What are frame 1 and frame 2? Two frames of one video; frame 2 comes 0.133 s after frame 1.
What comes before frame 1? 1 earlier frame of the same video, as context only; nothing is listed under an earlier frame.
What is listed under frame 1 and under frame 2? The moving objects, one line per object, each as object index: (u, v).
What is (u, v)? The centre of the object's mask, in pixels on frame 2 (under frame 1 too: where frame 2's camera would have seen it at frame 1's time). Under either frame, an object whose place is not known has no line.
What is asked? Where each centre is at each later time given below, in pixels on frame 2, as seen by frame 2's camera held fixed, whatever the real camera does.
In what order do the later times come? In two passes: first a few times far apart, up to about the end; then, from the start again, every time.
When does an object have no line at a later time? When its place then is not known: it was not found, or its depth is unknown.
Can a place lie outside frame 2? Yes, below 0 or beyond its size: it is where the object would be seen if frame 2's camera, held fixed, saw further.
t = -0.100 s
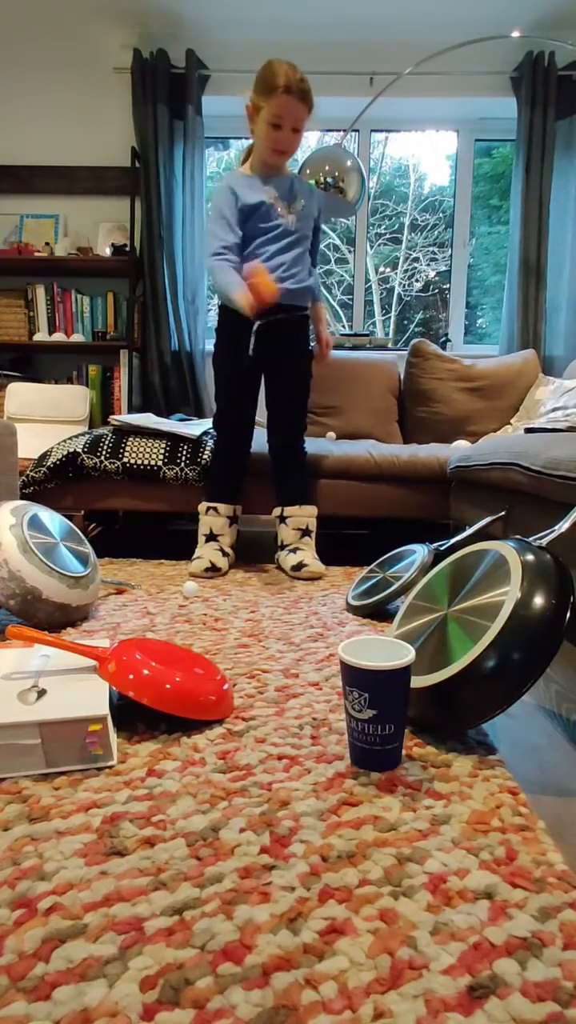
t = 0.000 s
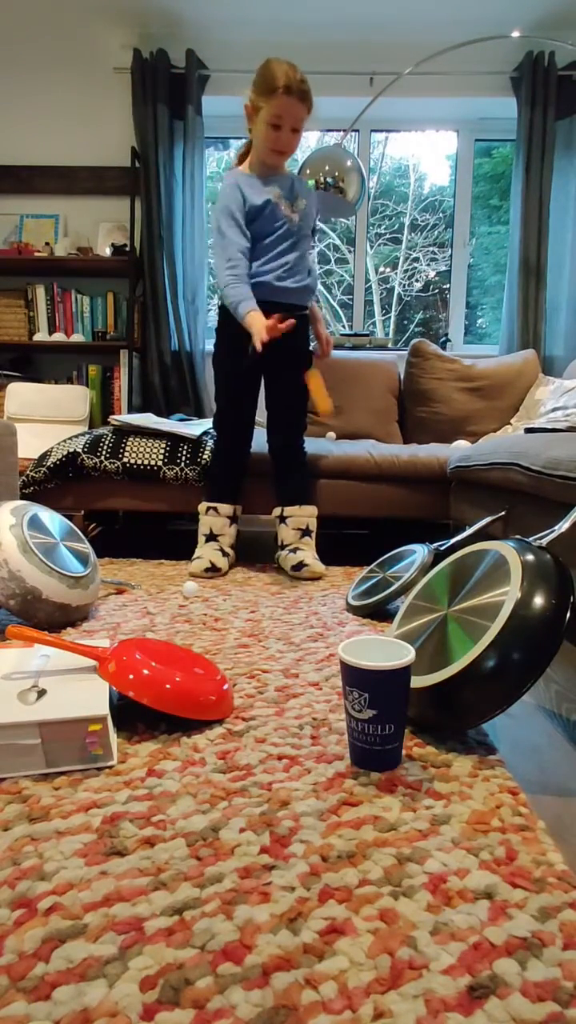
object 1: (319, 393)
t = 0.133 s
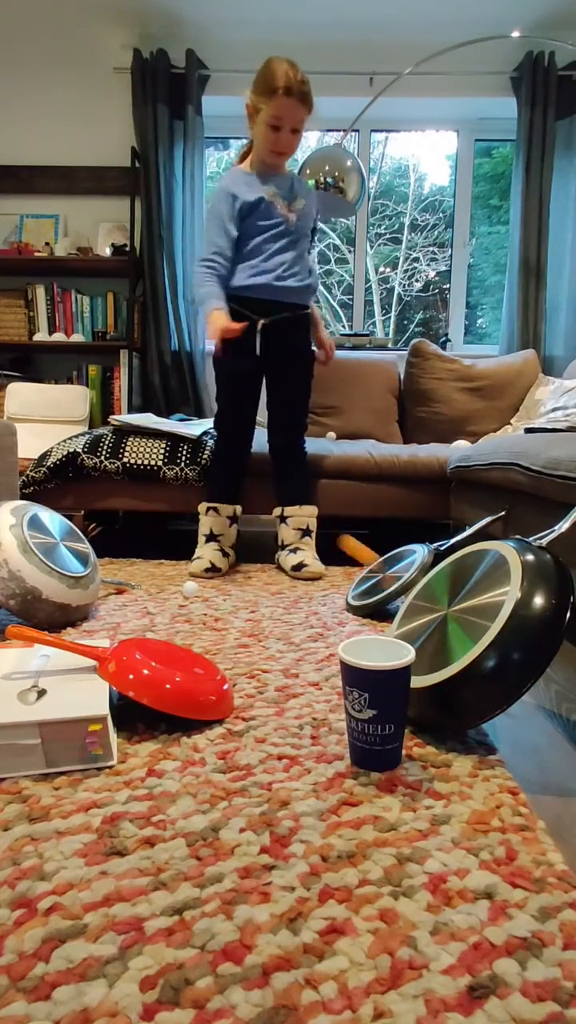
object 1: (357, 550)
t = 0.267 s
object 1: (207, 493)
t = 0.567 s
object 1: (102, 455)
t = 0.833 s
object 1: (223, 635)
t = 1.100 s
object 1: (404, 607)
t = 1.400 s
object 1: (268, 713)
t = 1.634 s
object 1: (239, 772)
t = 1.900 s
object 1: (230, 804)
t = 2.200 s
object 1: (216, 812)
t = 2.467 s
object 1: (215, 822)
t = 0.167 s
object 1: (329, 532)
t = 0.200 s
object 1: (280, 509)
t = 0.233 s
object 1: (248, 500)
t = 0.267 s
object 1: (207, 493)
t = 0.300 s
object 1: (168, 492)
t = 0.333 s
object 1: (128, 497)
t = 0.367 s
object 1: (88, 506)
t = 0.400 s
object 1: (56, 509)
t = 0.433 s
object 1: (61, 495)
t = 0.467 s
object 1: (70, 478)
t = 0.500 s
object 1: (80, 465)
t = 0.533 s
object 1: (90, 457)
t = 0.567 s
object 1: (102, 455)
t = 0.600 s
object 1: (114, 460)
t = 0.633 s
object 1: (126, 470)
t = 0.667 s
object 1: (138, 489)
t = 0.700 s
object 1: (151, 513)
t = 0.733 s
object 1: (164, 542)
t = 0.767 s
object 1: (179, 578)
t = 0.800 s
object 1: (194, 634)
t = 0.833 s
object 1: (223, 635)
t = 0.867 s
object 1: (255, 620)
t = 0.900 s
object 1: (285, 611)
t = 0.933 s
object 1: (319, 611)
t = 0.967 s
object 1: (357, 616)
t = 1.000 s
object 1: (388, 624)
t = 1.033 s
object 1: (423, 637)
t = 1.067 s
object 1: (423, 628)
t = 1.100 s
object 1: (404, 607)
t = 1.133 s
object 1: (388, 598)
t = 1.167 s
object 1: (373, 597)
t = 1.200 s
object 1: (355, 604)
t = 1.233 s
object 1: (335, 618)
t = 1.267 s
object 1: (316, 643)
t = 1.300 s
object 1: (295, 677)
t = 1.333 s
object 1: (276, 715)
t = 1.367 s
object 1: (269, 723)
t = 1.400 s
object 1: (268, 713)
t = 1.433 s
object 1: (267, 712)
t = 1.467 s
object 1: (265, 717)
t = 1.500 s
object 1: (262, 732)
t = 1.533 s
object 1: (259, 754)
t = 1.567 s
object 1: (250, 756)
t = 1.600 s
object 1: (245, 765)
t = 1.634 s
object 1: (239, 772)
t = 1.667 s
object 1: (237, 777)
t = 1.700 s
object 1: (236, 782)
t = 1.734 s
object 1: (236, 786)
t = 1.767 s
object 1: (235, 791)
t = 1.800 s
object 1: (233, 795)
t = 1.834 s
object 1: (232, 799)
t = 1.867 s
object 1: (231, 801)
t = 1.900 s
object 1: (230, 804)
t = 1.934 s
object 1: (228, 805)
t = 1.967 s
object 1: (227, 806)
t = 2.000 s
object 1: (225, 807)
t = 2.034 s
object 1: (223, 807)
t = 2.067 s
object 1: (221, 808)
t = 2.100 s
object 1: (219, 808)
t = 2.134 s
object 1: (218, 809)
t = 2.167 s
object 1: (217, 811)
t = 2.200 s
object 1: (216, 812)
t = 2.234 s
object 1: (215, 814)
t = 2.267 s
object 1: (215, 815)
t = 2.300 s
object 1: (215, 816)
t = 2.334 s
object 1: (215, 817)
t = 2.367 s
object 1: (215, 820)
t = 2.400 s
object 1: (215, 821)
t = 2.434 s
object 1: (215, 822)
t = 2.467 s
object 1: (215, 822)
